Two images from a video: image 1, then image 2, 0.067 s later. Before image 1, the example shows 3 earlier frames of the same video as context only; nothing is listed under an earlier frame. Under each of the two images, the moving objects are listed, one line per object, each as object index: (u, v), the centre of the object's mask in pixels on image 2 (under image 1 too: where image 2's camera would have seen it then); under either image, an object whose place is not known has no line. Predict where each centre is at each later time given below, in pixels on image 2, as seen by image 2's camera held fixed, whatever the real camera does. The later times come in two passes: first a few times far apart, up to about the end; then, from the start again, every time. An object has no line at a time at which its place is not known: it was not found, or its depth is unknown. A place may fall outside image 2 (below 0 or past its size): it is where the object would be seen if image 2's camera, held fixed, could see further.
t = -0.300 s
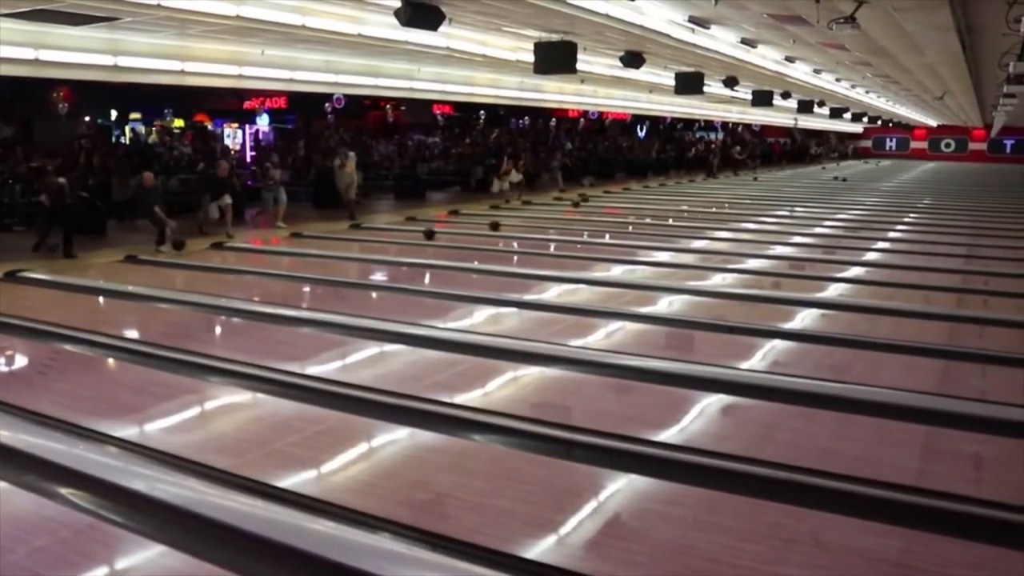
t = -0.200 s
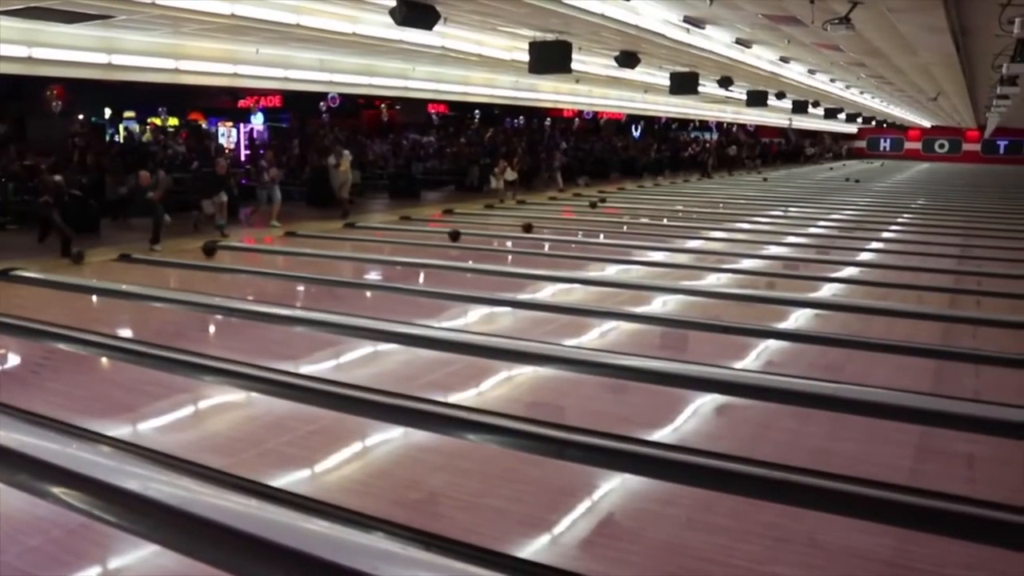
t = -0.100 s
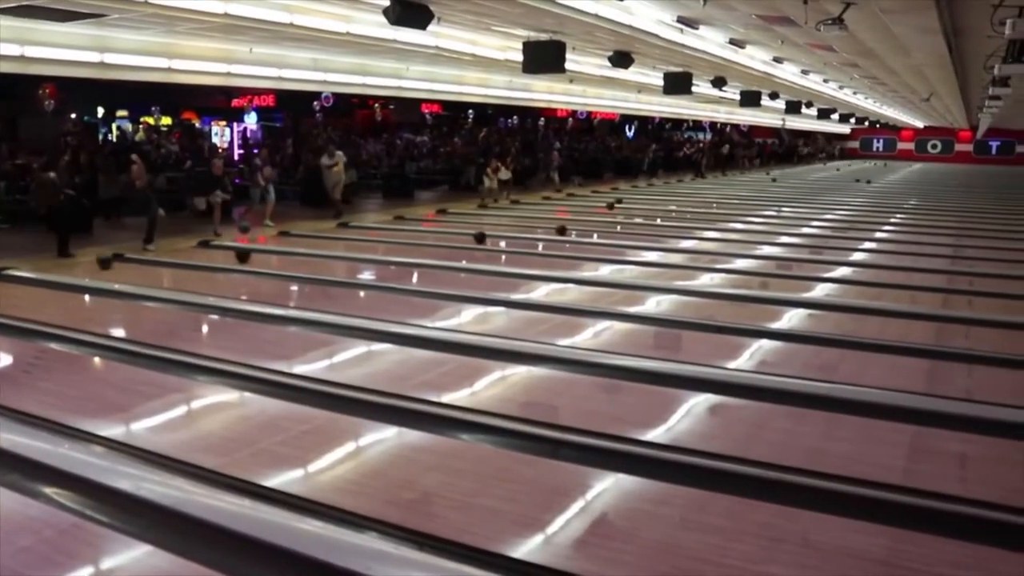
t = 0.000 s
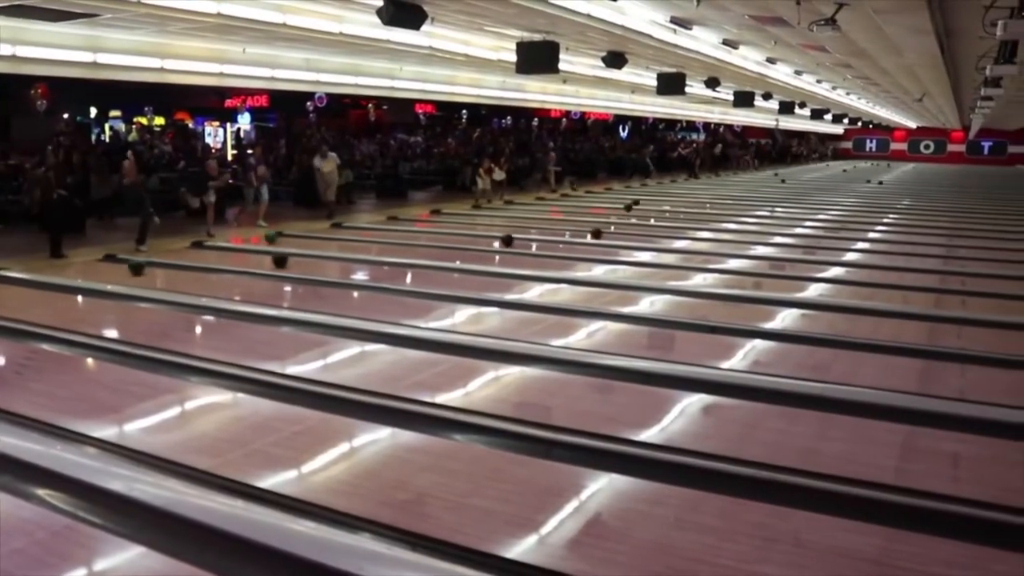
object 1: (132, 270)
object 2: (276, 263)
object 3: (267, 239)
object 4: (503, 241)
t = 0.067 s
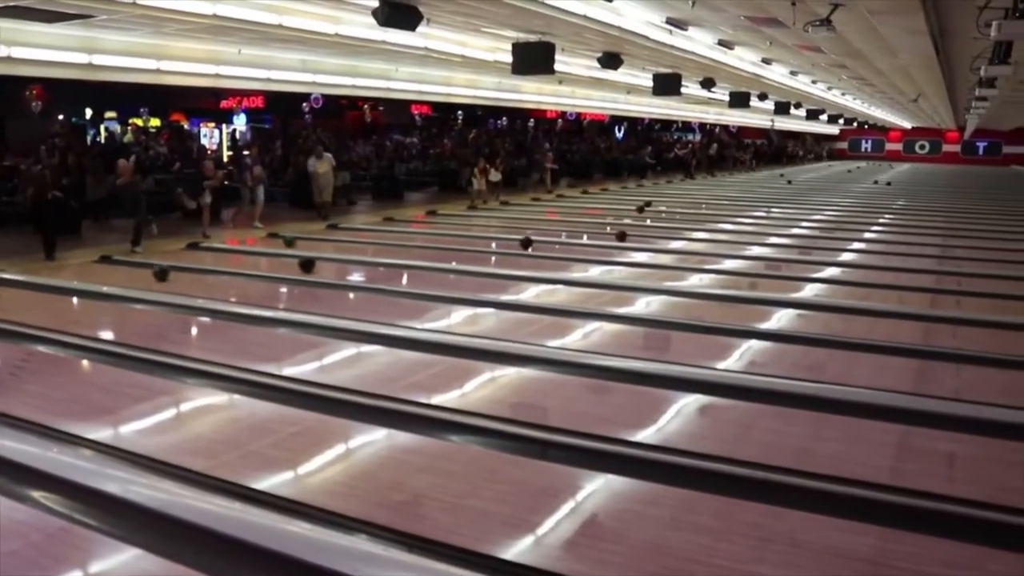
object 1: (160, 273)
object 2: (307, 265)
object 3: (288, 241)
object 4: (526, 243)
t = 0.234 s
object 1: (239, 282)
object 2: (392, 273)
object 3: (349, 245)
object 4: (585, 248)
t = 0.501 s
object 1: (399, 305)
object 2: (557, 291)
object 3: (460, 253)
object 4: (690, 256)
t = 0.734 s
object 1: (585, 330)
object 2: (736, 310)
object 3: (571, 263)
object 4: (789, 263)
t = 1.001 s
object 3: (714, 274)
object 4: (913, 273)
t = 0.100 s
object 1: (175, 275)
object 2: (323, 266)
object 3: (301, 242)
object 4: (537, 244)
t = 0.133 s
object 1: (190, 276)
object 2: (339, 268)
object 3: (312, 243)
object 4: (549, 245)
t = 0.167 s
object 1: (206, 278)
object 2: (356, 270)
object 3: (324, 245)
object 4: (561, 246)
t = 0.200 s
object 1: (222, 280)
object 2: (374, 271)
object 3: (337, 244)
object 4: (573, 247)
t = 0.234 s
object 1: (239, 282)
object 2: (392, 273)
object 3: (349, 245)
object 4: (585, 248)
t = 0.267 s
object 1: (256, 285)
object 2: (411, 275)
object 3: (362, 246)
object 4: (597, 249)
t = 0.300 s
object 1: (274, 288)
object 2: (430, 278)
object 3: (375, 247)
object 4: (610, 250)
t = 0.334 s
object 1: (294, 290)
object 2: (449, 280)
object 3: (389, 248)
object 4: (623, 251)
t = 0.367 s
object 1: (312, 293)
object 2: (470, 282)
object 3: (403, 249)
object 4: (635, 251)
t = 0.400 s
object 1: (333, 296)
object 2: (491, 285)
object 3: (417, 250)
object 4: (649, 252)
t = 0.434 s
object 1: (354, 298)
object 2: (512, 286)
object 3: (431, 251)
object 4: (663, 253)
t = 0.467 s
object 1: (376, 302)
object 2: (535, 289)
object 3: (445, 252)
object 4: (676, 254)
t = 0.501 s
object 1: (399, 305)
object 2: (557, 291)
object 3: (460, 253)
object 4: (690, 256)
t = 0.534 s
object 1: (422, 308)
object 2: (581, 294)
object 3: (475, 255)
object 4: (704, 257)
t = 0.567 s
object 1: (447, 310)
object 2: (605, 296)
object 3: (490, 256)
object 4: (718, 257)
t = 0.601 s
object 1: (473, 315)
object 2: (629, 298)
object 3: (506, 257)
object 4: (731, 259)
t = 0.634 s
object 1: (499, 318)
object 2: (655, 301)
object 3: (522, 258)
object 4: (746, 260)
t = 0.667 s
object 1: (527, 322)
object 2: (681, 305)
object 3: (538, 260)
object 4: (760, 261)
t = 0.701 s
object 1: (556, 327)
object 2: (708, 307)
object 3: (554, 261)
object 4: (775, 263)
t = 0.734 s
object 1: (585, 330)
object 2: (736, 310)
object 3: (571, 263)
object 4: (789, 263)
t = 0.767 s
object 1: (616, 335)
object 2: (763, 312)
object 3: (587, 264)
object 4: (805, 265)
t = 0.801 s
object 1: (648, 340)
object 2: (793, 316)
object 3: (605, 266)
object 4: (819, 265)
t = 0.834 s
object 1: (681, 344)
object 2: (822, 318)
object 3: (623, 267)
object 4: (835, 267)
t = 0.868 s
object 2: (851, 323)
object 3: (641, 268)
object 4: (850, 268)
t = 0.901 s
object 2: (882, 325)
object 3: (659, 270)
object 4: (866, 270)
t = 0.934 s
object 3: (677, 272)
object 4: (882, 271)
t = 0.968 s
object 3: (696, 272)
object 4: (897, 272)
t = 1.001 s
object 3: (714, 274)
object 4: (913, 273)
